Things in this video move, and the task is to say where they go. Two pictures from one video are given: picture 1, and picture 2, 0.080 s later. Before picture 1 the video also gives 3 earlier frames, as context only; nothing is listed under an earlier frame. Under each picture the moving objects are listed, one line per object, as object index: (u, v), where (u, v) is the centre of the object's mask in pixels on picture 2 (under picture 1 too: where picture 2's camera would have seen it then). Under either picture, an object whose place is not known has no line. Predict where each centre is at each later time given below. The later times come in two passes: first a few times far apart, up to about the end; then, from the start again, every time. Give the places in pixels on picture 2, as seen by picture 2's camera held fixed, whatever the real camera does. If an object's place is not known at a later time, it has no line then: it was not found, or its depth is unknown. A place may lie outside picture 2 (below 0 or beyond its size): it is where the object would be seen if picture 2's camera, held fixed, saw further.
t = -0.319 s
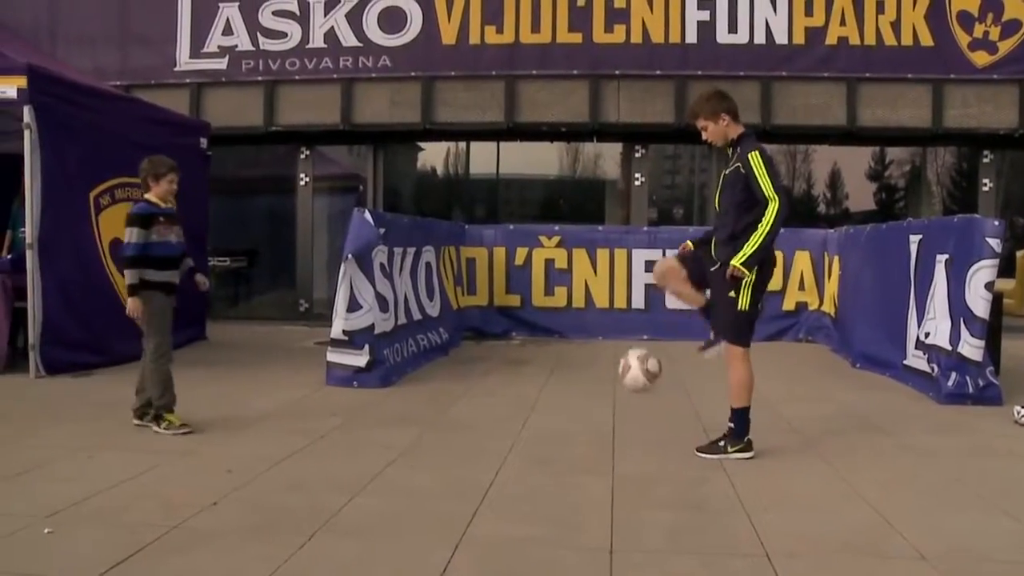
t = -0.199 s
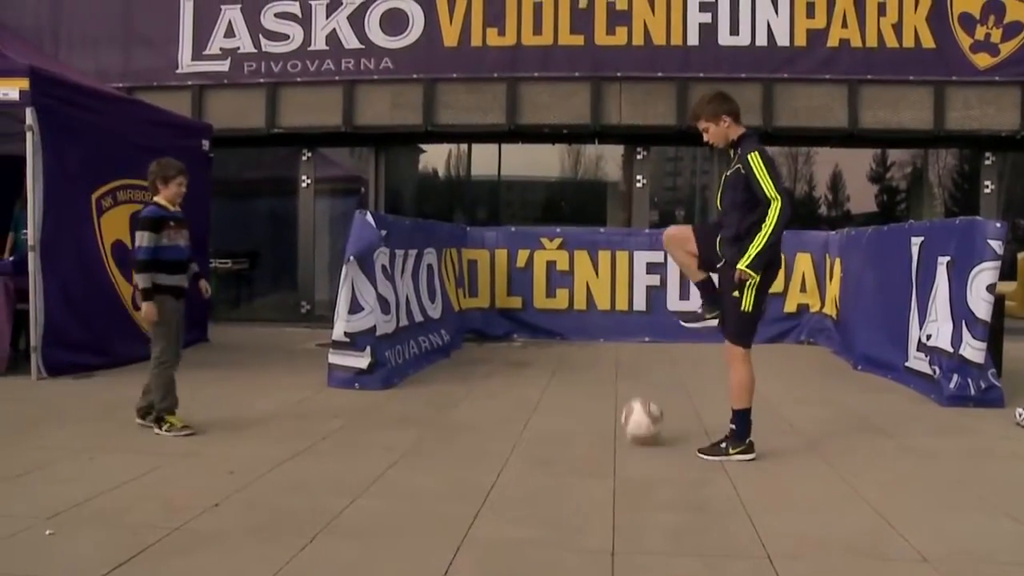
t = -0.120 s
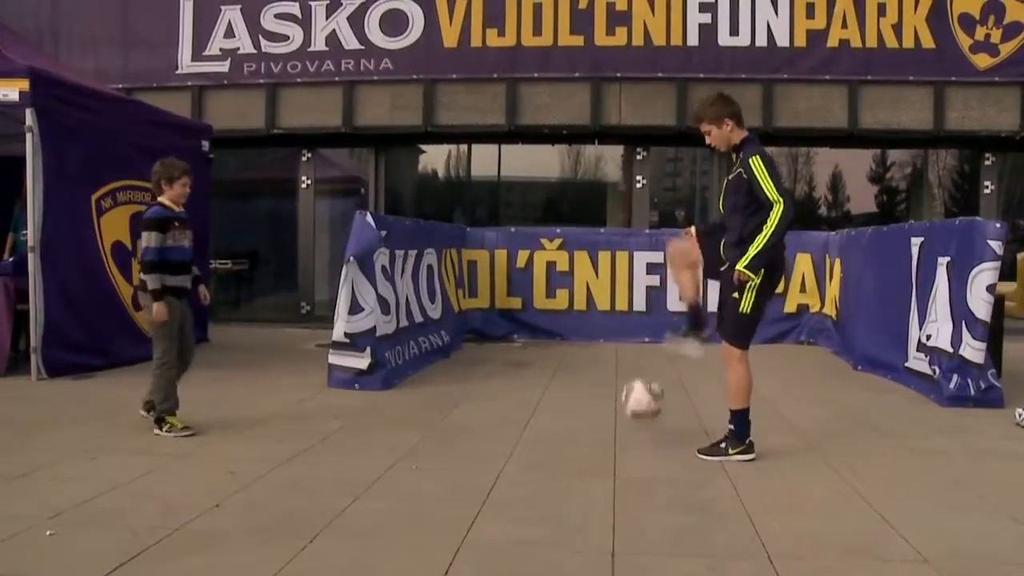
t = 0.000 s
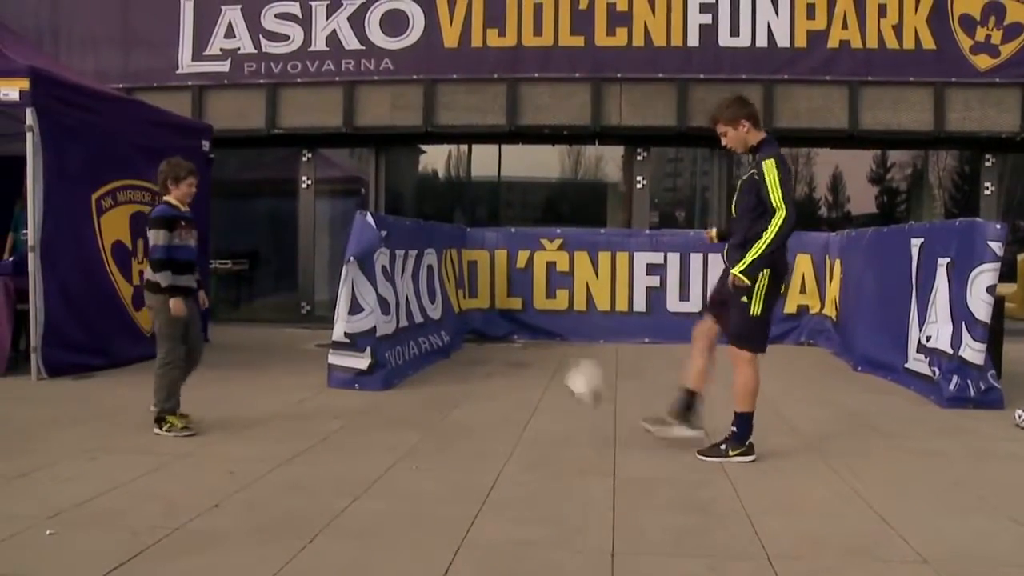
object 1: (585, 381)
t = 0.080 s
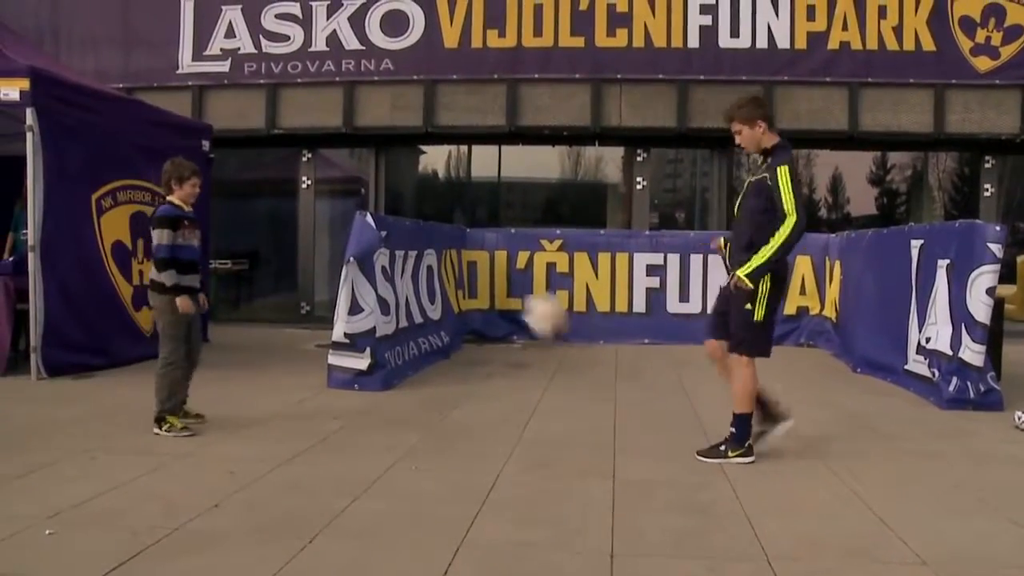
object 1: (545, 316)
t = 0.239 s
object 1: (462, 215)
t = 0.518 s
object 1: (325, 158)
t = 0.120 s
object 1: (523, 286)
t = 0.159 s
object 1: (503, 257)
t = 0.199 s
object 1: (482, 233)
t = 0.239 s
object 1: (462, 215)
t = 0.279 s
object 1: (442, 199)
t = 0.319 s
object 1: (420, 185)
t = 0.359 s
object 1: (401, 173)
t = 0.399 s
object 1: (382, 165)
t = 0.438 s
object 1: (362, 160)
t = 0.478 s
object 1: (343, 158)
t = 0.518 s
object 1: (325, 158)
